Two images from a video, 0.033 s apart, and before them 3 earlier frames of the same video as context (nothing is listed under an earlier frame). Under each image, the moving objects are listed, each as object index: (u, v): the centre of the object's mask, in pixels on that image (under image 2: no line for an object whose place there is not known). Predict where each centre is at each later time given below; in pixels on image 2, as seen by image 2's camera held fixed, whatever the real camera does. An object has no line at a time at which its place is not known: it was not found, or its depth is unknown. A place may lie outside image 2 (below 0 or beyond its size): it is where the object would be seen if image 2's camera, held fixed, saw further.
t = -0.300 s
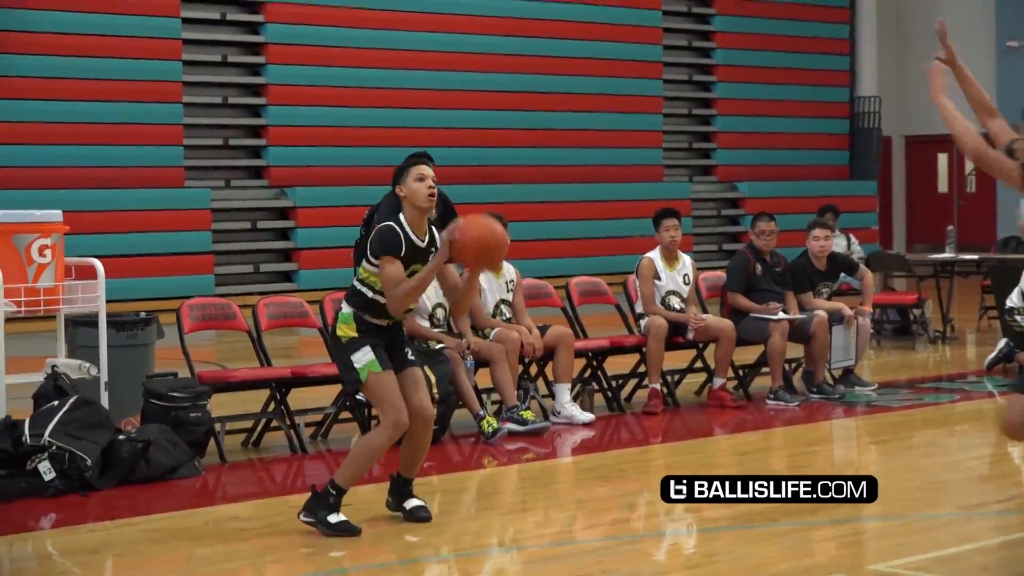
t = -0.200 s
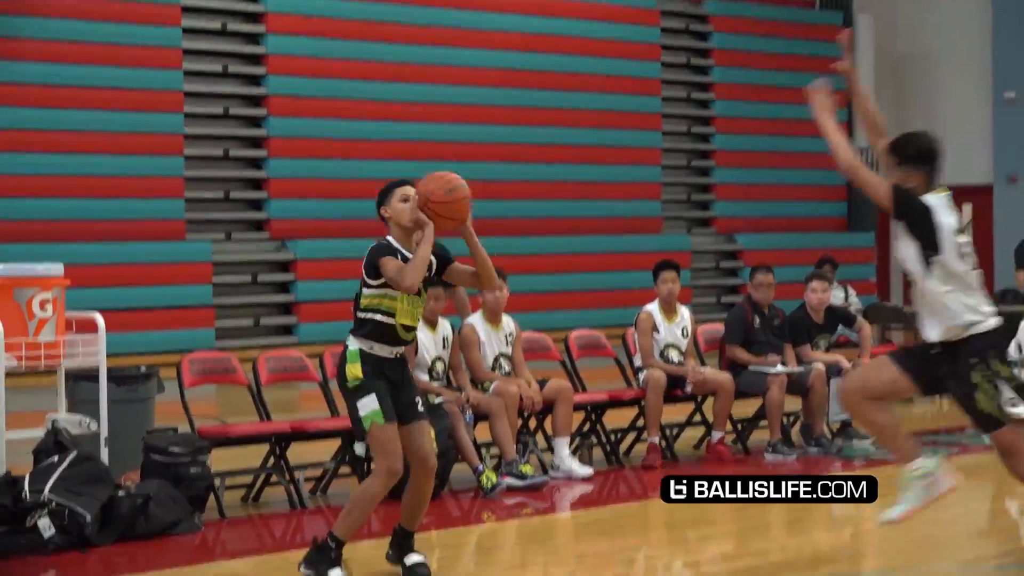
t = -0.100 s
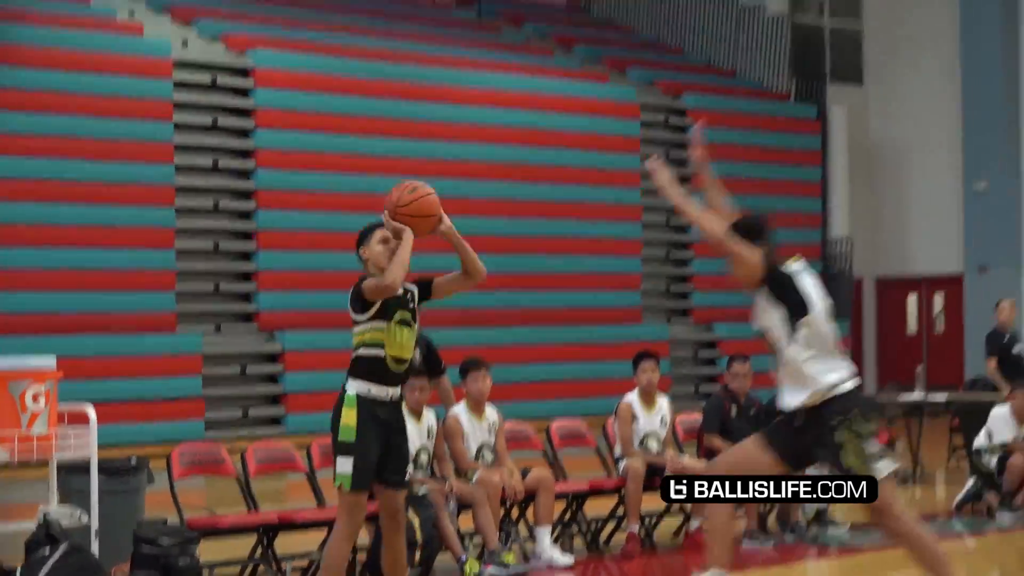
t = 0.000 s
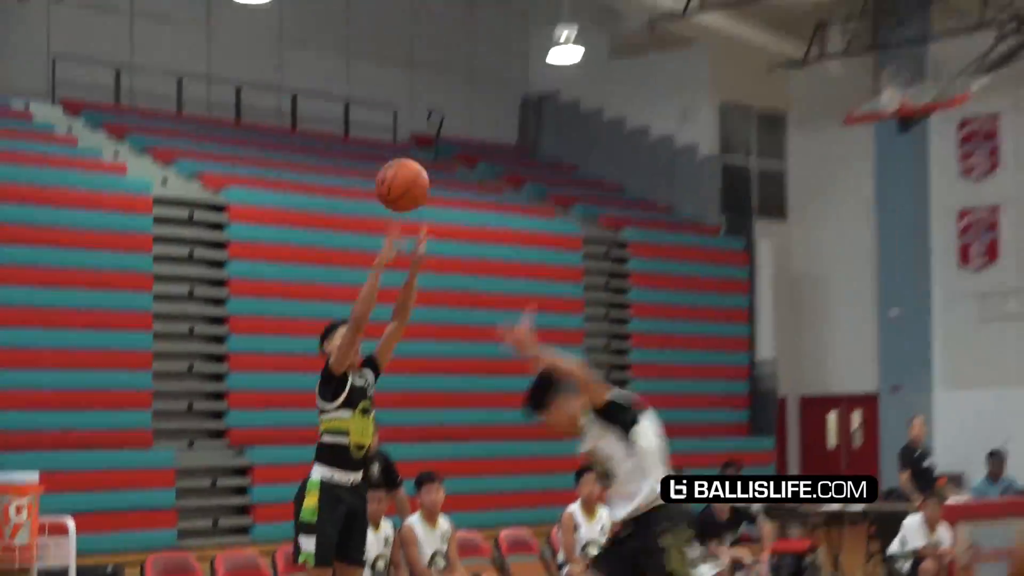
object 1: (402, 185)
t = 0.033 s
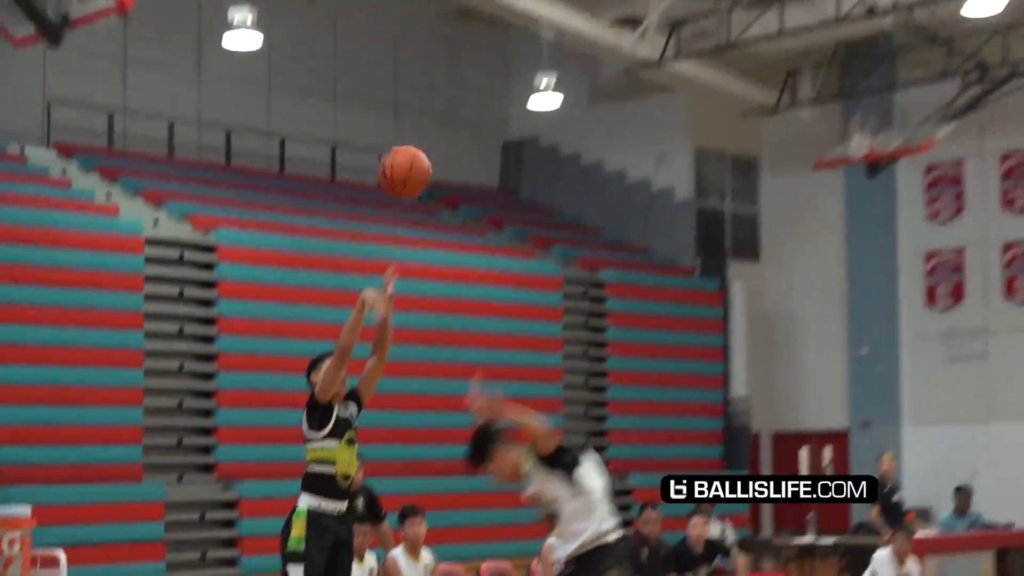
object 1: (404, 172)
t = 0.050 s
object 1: (413, 145)
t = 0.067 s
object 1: (422, 118)
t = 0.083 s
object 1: (431, 92)
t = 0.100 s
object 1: (442, 66)
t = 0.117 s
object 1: (452, 37)
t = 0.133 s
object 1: (463, 10)
